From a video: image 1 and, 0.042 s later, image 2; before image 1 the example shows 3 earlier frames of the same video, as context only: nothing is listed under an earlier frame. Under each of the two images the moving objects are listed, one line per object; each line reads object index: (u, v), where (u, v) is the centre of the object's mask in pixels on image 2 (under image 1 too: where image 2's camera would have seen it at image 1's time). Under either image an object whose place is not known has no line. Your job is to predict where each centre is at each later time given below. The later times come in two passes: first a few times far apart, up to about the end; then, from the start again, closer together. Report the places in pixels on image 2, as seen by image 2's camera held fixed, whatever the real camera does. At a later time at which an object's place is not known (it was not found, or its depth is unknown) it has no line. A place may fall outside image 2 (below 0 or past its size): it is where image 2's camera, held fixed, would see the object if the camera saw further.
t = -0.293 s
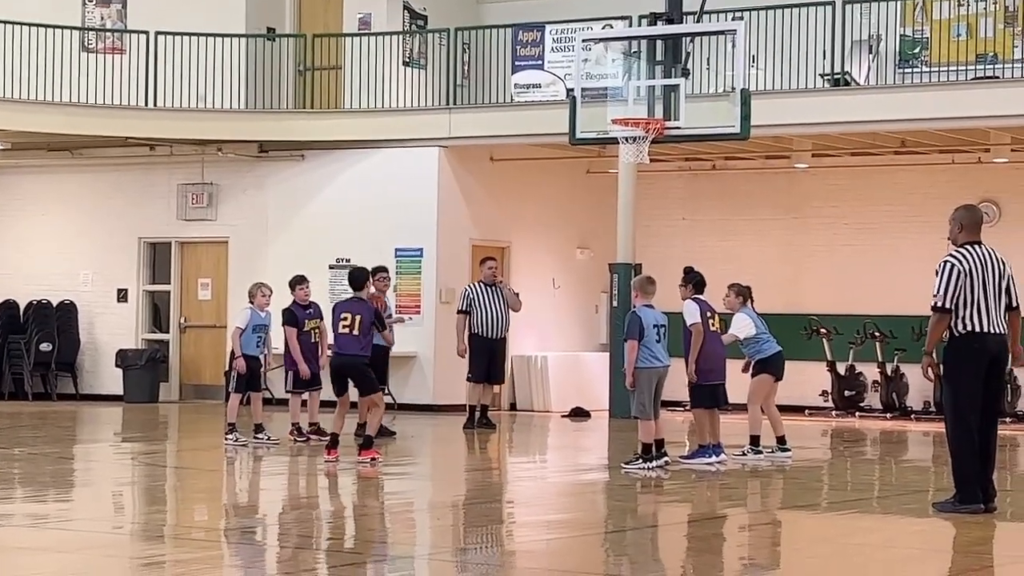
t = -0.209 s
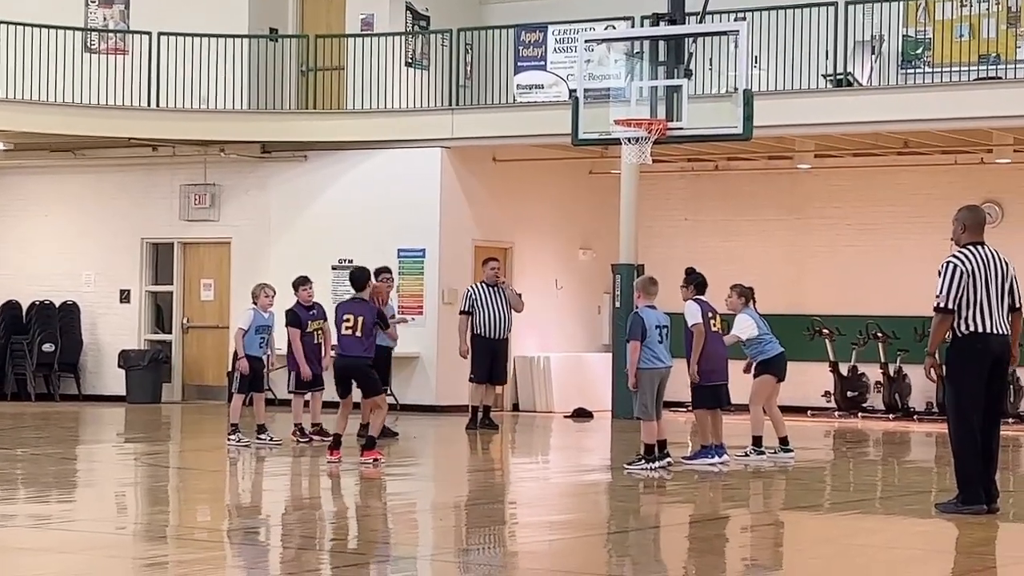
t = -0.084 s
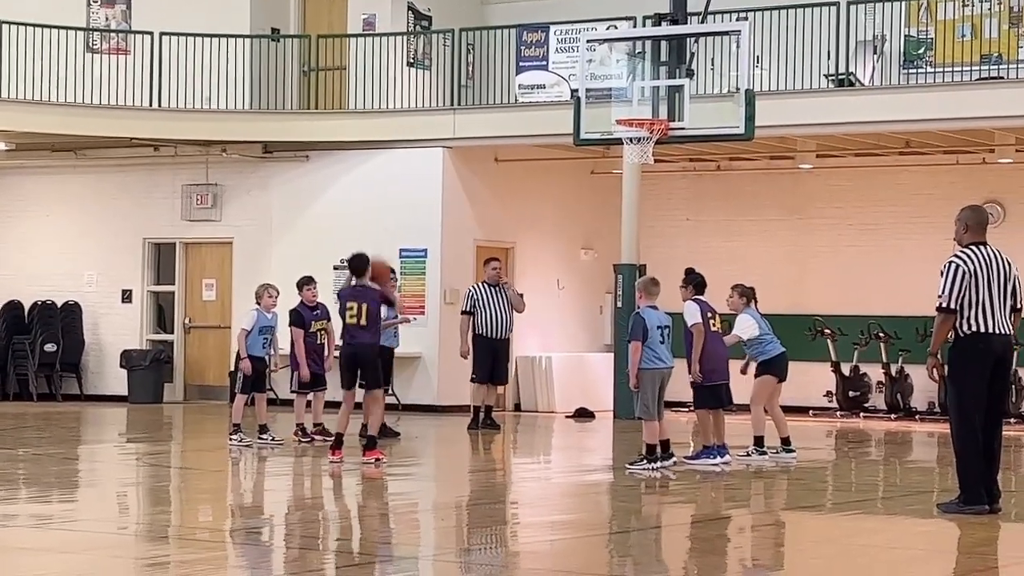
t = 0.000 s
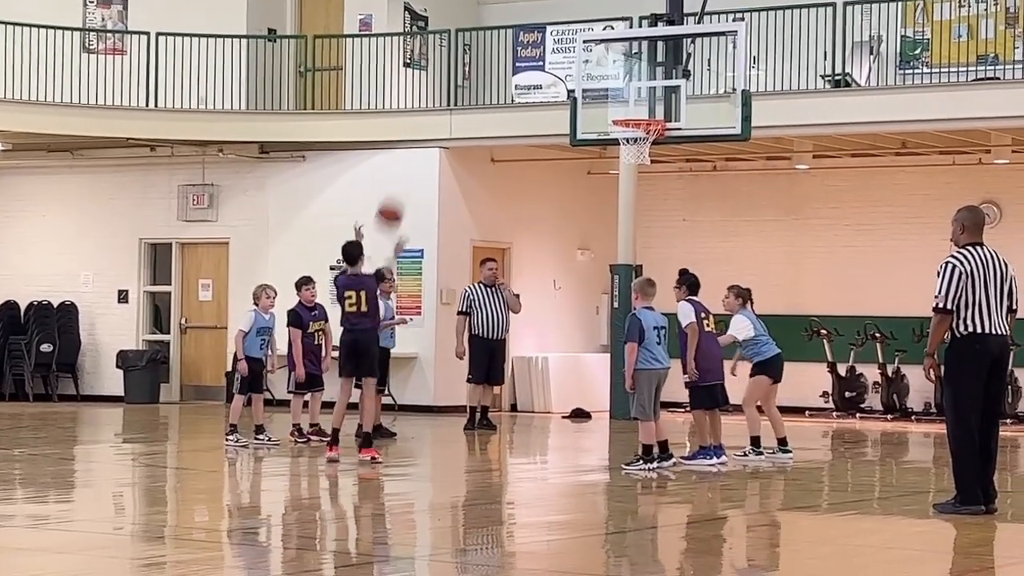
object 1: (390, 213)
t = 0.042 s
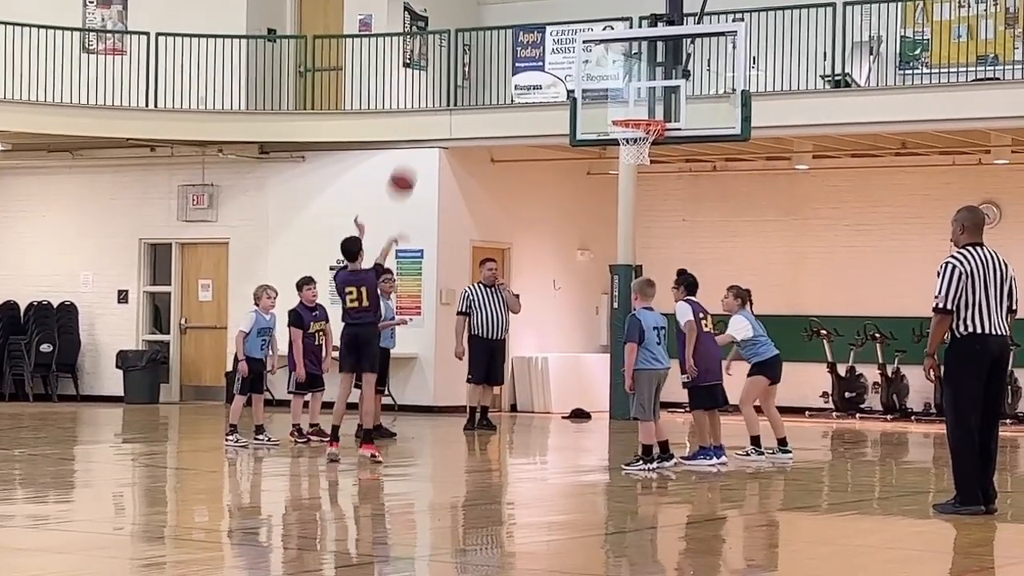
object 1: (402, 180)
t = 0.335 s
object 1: (481, 22)
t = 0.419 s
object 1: (501, 3)
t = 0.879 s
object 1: (599, 5)
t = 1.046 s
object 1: (631, 54)
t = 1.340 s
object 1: (620, 92)
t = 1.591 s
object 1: (571, 113)
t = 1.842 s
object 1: (519, 207)
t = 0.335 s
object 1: (481, 22)
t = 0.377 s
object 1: (492, 9)
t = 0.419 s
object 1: (501, 3)
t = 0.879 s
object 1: (599, 5)
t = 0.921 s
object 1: (608, 11)
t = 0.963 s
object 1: (616, 23)
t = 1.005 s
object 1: (624, 38)
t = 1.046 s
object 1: (631, 54)
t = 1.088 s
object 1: (638, 72)
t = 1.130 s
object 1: (646, 92)
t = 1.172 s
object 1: (649, 108)
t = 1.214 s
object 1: (643, 106)
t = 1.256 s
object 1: (634, 99)
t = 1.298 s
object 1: (627, 95)
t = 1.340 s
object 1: (620, 92)
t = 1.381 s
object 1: (611, 91)
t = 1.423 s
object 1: (603, 92)
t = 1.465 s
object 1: (596, 95)
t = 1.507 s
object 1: (587, 99)
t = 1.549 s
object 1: (580, 104)
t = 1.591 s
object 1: (571, 113)
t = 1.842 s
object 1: (519, 207)
